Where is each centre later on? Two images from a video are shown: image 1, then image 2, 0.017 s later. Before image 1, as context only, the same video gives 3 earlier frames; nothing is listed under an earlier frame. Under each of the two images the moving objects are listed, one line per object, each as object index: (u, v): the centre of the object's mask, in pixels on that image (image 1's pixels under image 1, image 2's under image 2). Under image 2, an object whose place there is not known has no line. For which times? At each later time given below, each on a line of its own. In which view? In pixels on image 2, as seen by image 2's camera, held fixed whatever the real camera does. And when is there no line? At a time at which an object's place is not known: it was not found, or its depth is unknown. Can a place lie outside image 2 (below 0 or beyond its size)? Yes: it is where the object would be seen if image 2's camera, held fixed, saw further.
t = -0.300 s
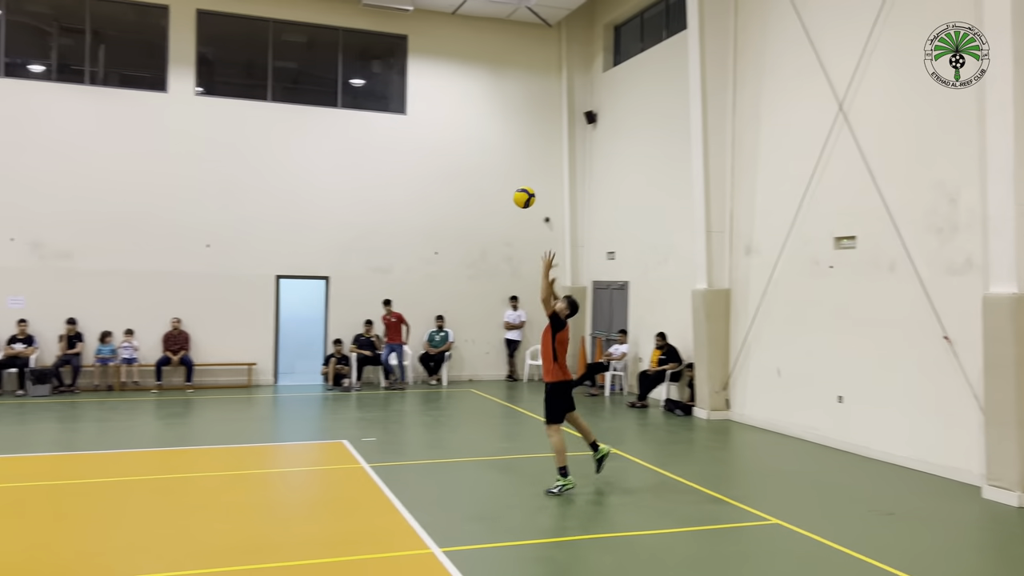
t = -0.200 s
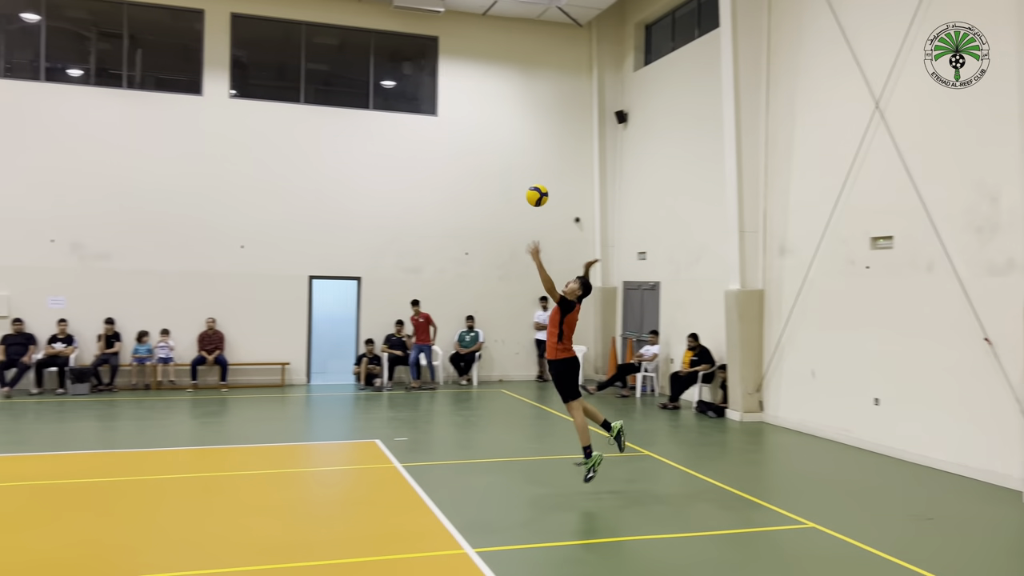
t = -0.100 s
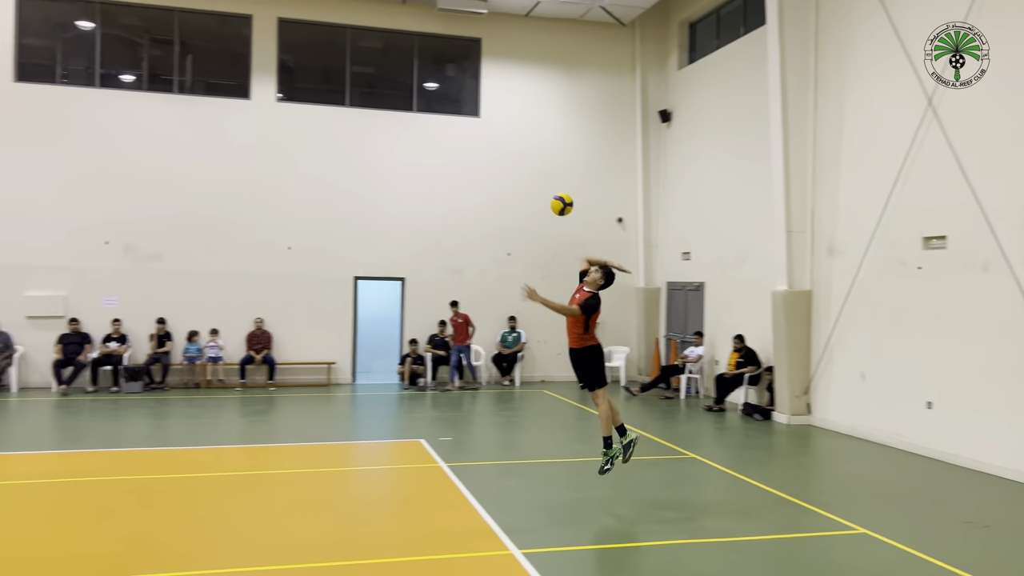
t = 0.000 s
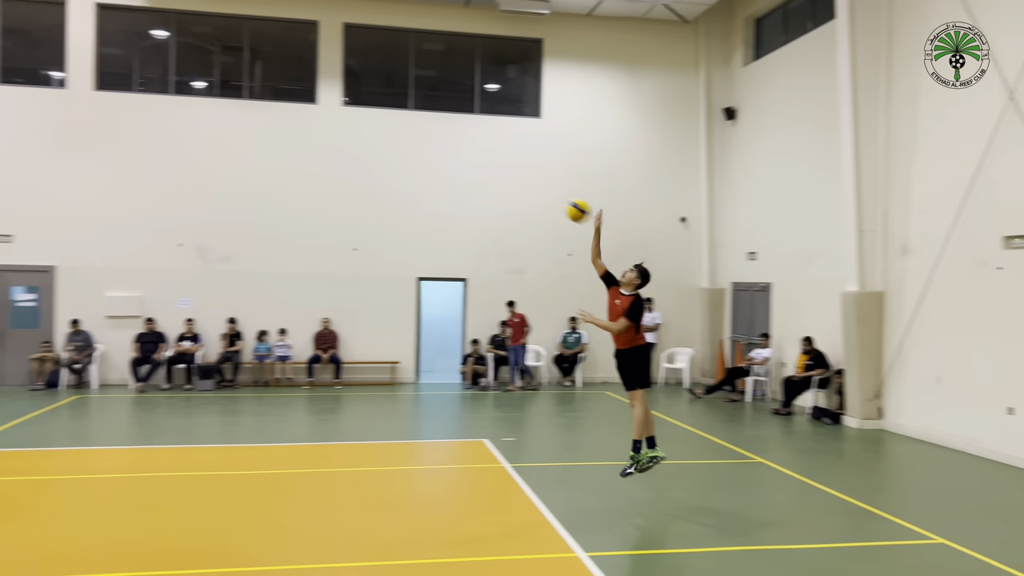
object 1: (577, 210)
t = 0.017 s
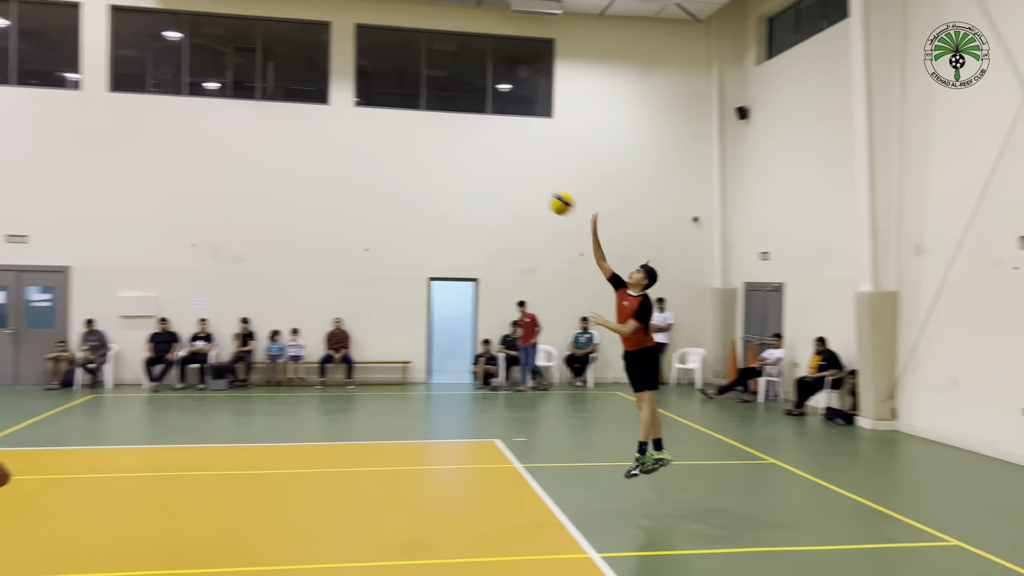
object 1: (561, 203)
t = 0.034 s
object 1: (529, 195)
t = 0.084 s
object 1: (437, 172)
